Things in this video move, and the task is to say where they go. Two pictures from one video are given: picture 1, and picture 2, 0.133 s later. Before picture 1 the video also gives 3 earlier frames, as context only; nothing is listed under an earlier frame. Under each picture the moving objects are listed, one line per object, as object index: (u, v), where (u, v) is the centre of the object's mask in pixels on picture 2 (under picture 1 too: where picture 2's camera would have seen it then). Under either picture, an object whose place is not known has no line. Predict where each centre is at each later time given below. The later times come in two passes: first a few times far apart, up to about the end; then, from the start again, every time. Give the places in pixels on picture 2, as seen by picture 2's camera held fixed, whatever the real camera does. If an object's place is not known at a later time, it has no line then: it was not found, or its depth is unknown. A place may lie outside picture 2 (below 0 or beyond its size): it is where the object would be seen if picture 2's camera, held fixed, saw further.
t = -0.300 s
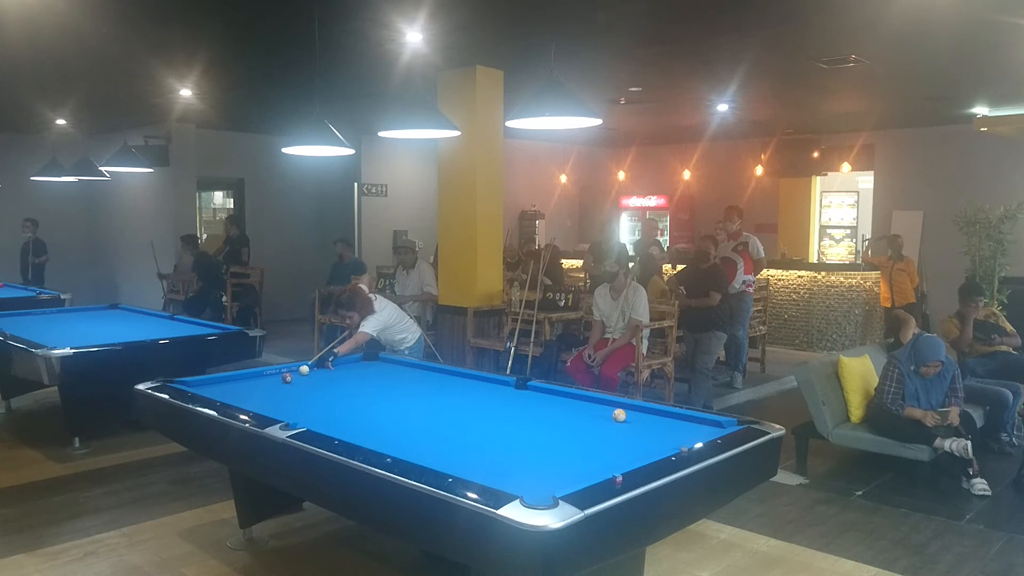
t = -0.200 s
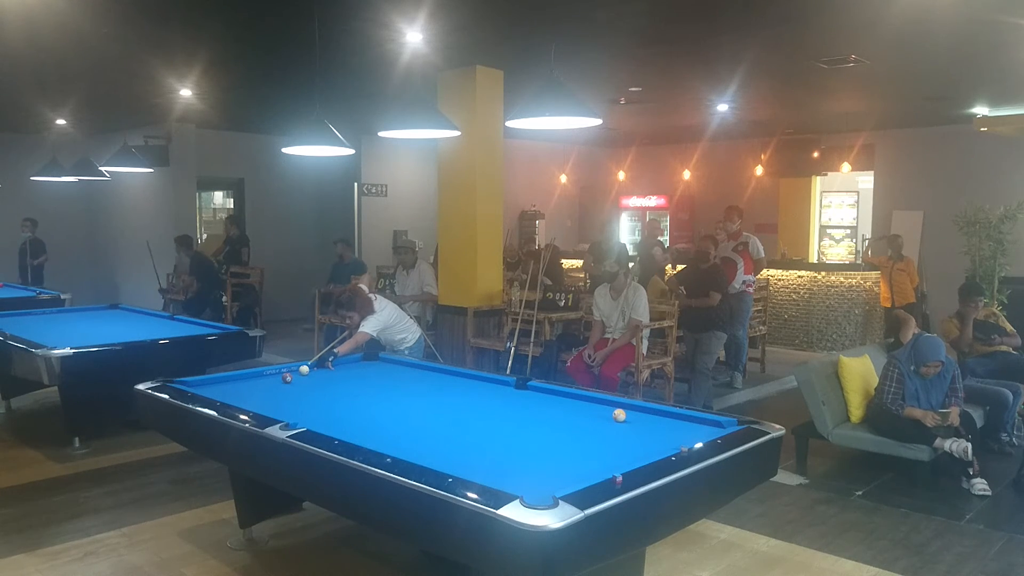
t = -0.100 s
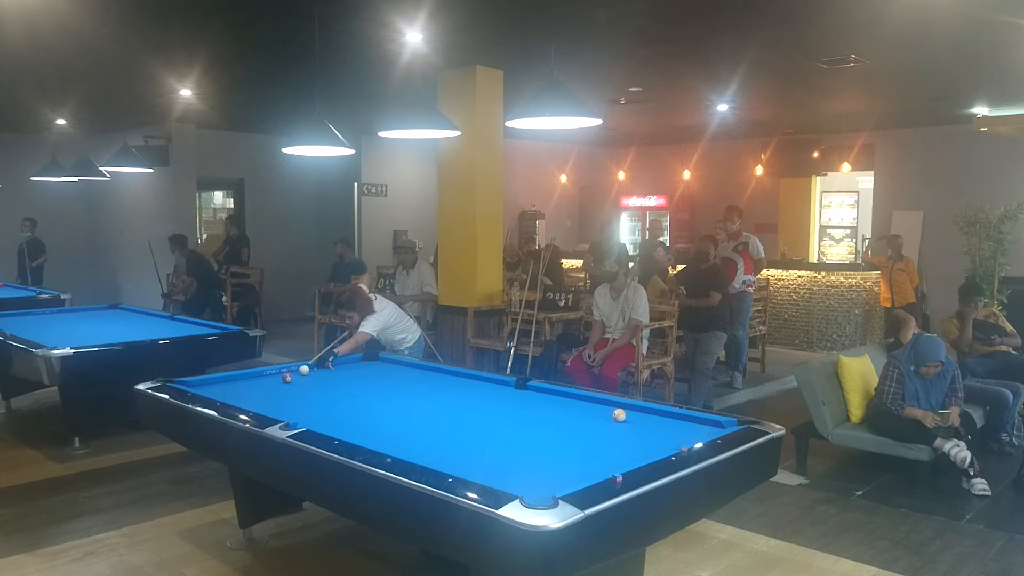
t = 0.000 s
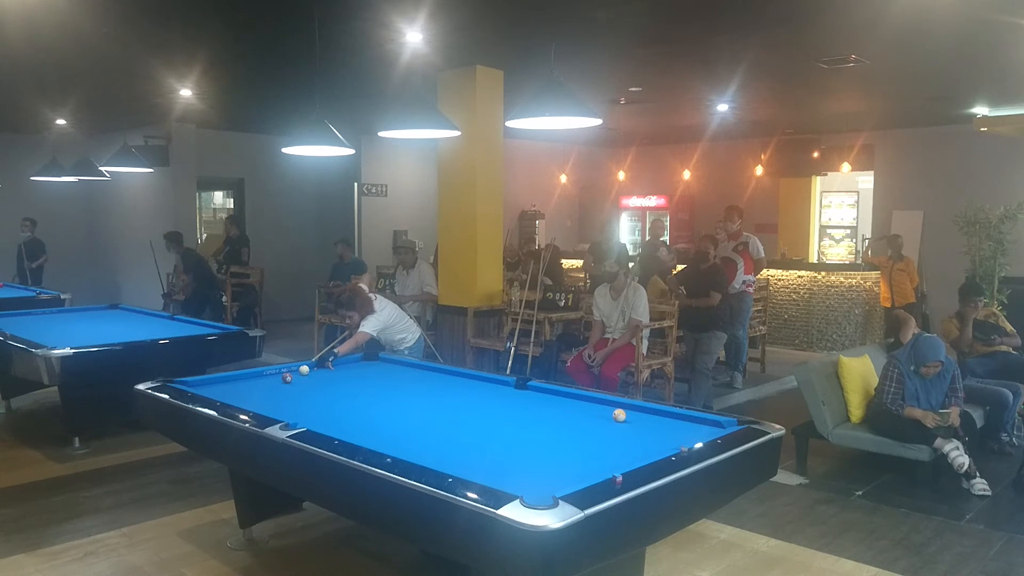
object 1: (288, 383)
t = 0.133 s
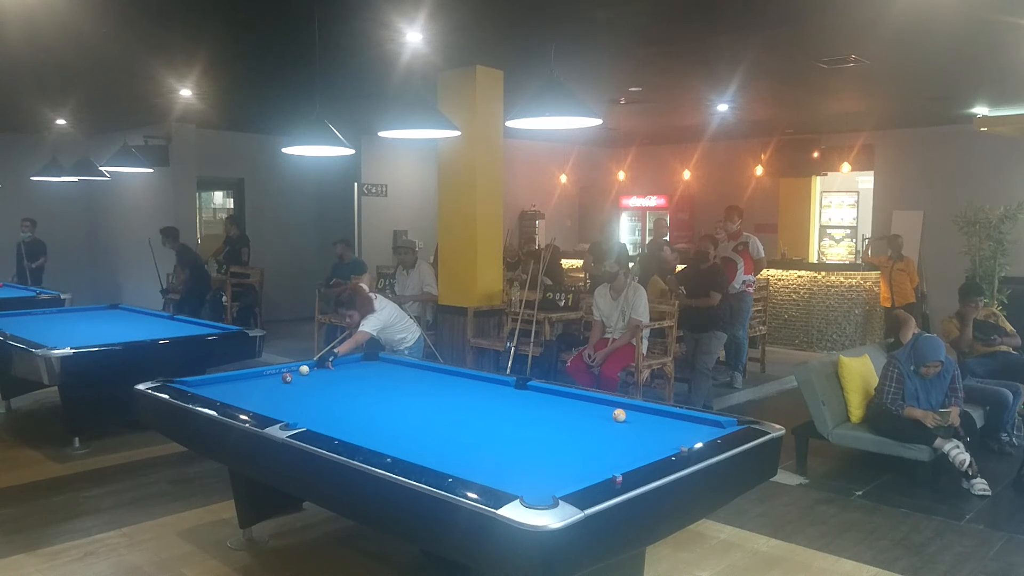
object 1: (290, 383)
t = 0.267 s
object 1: (288, 383)
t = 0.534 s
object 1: (263, 393)
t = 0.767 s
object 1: (241, 402)
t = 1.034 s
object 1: (278, 404)
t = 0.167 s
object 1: (288, 383)
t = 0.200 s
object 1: (288, 383)
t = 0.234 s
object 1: (288, 383)
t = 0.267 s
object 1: (288, 383)
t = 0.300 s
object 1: (288, 381)
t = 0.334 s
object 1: (284, 381)
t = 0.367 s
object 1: (280, 382)
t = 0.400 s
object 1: (276, 385)
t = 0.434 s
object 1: (273, 387)
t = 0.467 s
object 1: (269, 389)
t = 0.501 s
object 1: (266, 391)
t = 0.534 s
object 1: (263, 393)
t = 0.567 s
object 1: (259, 394)
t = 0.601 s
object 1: (256, 396)
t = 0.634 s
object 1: (252, 397)
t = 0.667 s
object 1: (249, 399)
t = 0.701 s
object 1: (246, 401)
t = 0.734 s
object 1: (242, 401)
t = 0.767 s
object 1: (241, 402)
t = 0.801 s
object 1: (245, 402)
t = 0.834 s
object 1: (250, 403)
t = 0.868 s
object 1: (255, 404)
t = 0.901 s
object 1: (260, 404)
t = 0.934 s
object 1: (264, 404)
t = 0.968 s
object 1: (269, 404)
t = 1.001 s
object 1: (274, 404)
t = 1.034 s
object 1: (278, 404)
